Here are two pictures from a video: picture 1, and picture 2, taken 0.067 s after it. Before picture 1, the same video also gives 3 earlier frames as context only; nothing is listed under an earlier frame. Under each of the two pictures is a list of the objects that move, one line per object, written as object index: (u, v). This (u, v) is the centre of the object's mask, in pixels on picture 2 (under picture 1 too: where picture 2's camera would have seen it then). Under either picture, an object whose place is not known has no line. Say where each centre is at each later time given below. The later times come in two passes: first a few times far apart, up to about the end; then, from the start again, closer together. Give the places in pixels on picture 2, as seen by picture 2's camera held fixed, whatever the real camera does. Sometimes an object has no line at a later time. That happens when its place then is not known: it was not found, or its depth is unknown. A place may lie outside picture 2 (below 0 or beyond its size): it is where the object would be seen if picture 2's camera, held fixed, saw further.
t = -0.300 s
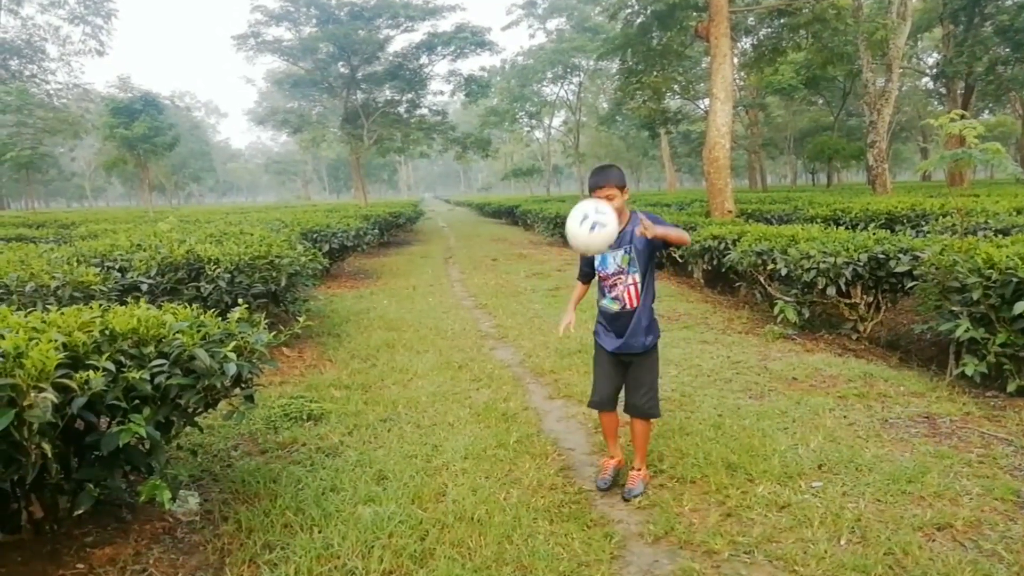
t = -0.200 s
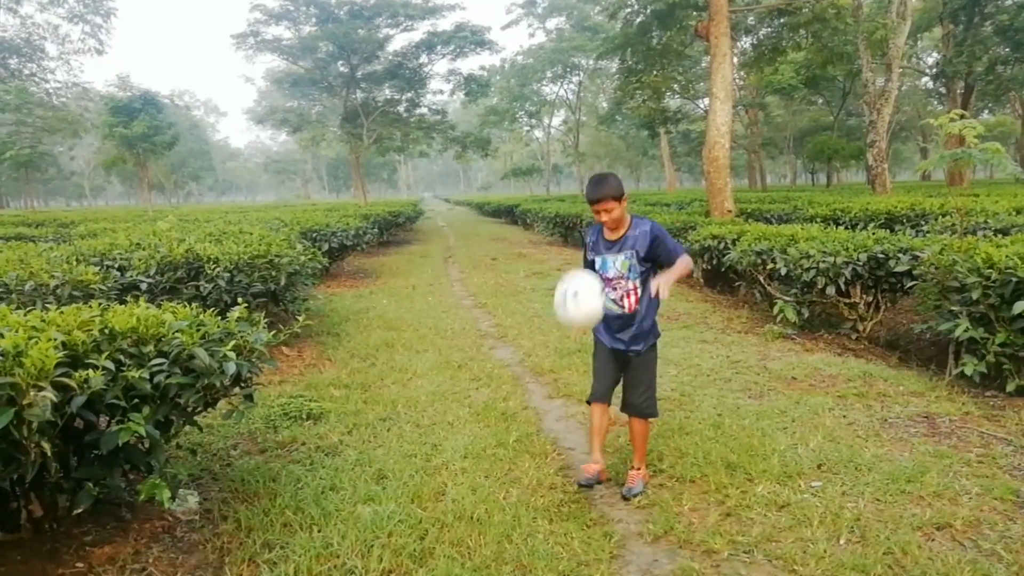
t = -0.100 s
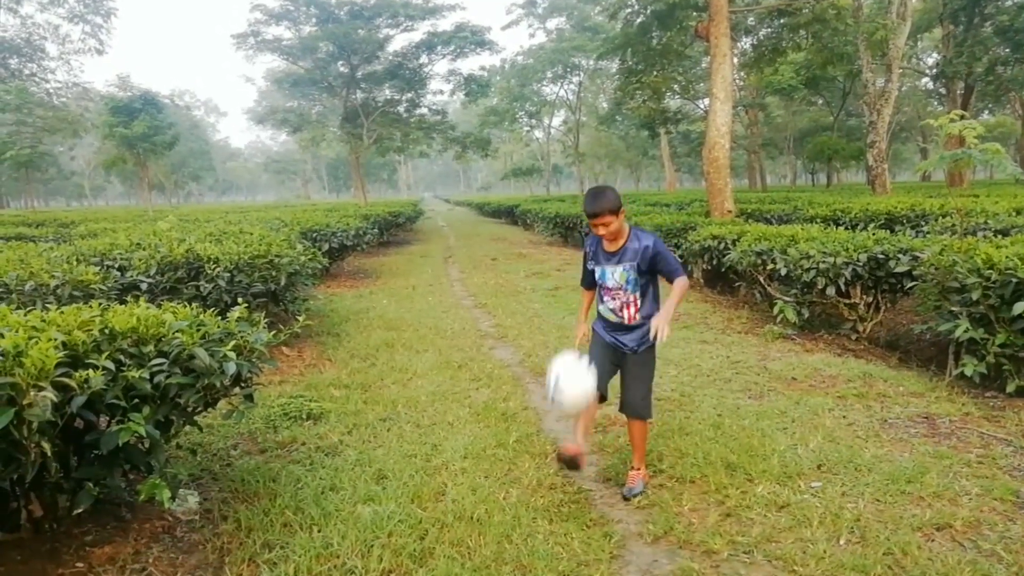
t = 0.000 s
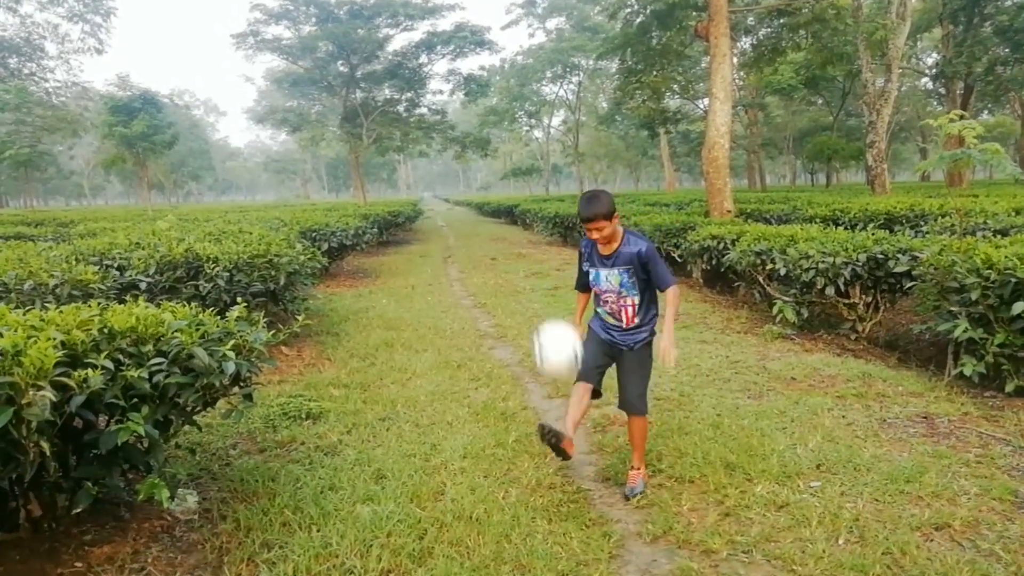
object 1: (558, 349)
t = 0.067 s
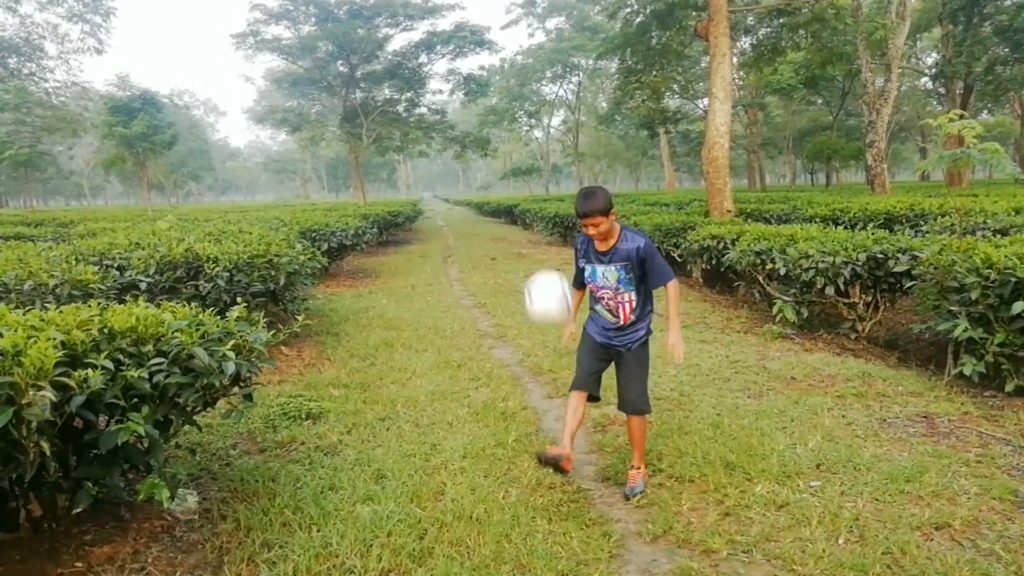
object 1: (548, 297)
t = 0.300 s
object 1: (519, 196)
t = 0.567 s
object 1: (491, 220)
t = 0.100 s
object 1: (544, 275)
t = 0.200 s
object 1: (531, 225)
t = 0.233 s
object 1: (527, 212)
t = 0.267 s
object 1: (523, 204)
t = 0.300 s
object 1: (519, 196)
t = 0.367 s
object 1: (511, 189)
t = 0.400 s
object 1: (508, 189)
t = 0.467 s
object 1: (501, 195)
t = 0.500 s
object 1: (498, 201)
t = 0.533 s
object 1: (494, 209)
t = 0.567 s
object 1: (491, 220)
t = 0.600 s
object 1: (489, 233)
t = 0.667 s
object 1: (482, 268)
